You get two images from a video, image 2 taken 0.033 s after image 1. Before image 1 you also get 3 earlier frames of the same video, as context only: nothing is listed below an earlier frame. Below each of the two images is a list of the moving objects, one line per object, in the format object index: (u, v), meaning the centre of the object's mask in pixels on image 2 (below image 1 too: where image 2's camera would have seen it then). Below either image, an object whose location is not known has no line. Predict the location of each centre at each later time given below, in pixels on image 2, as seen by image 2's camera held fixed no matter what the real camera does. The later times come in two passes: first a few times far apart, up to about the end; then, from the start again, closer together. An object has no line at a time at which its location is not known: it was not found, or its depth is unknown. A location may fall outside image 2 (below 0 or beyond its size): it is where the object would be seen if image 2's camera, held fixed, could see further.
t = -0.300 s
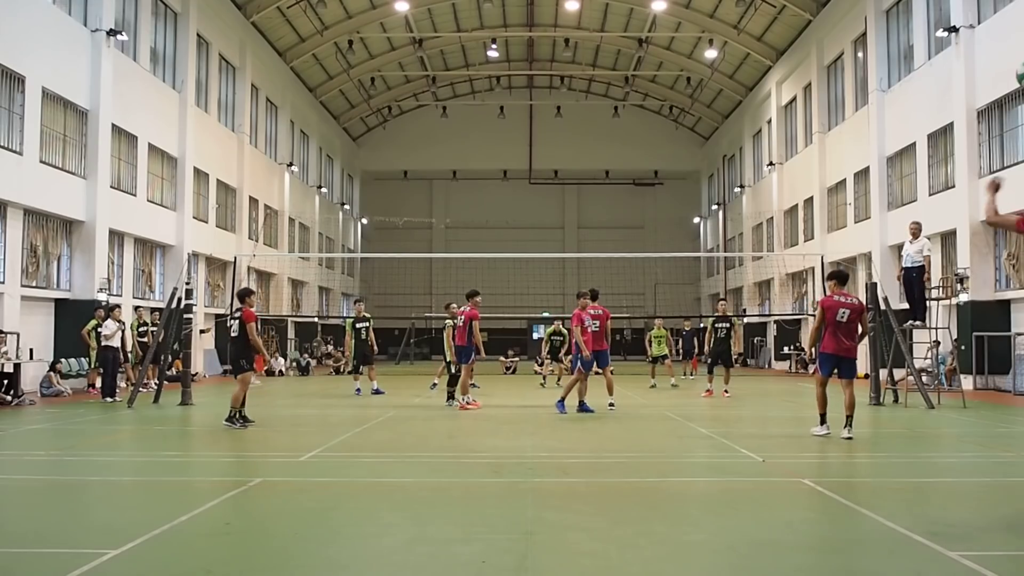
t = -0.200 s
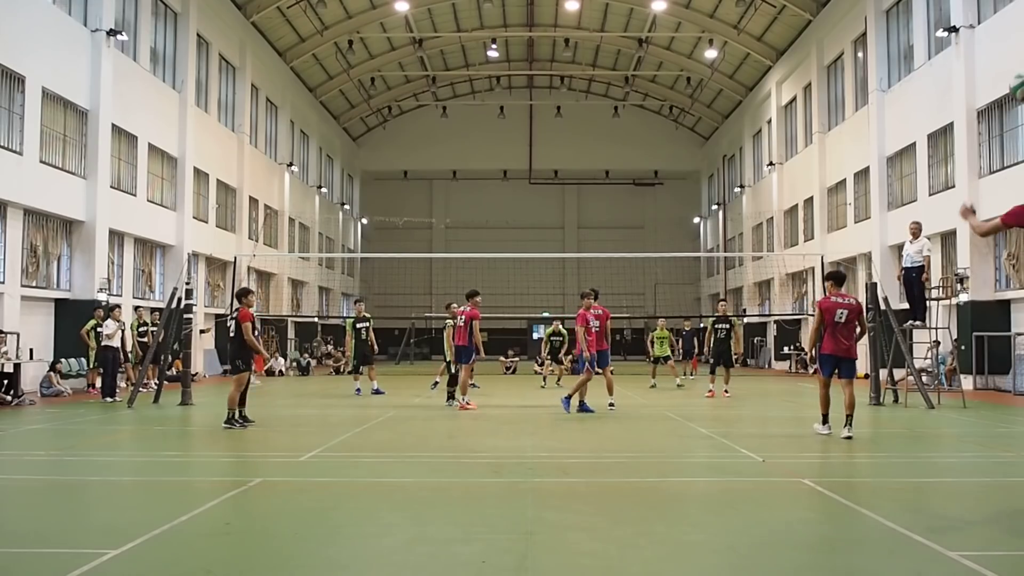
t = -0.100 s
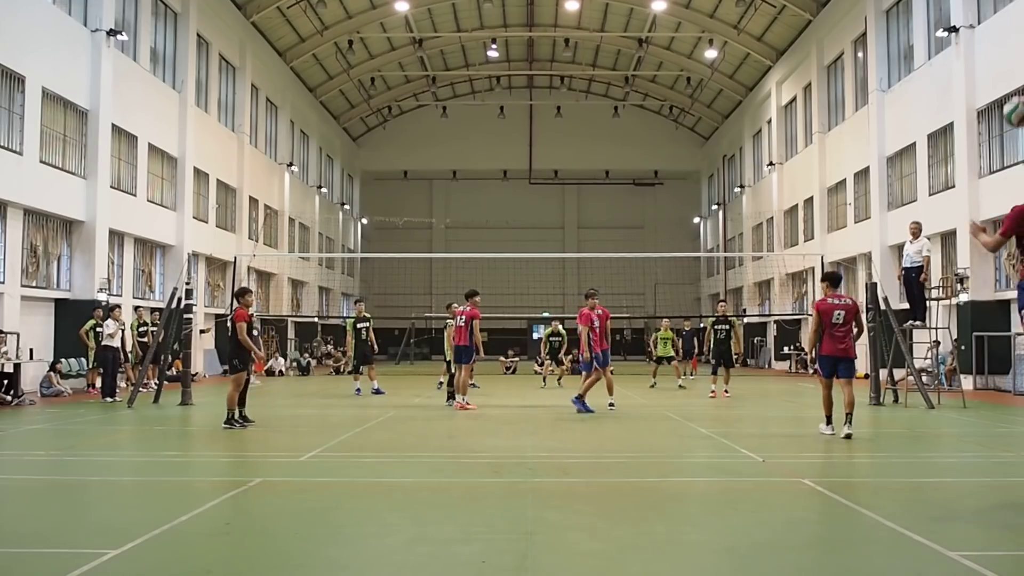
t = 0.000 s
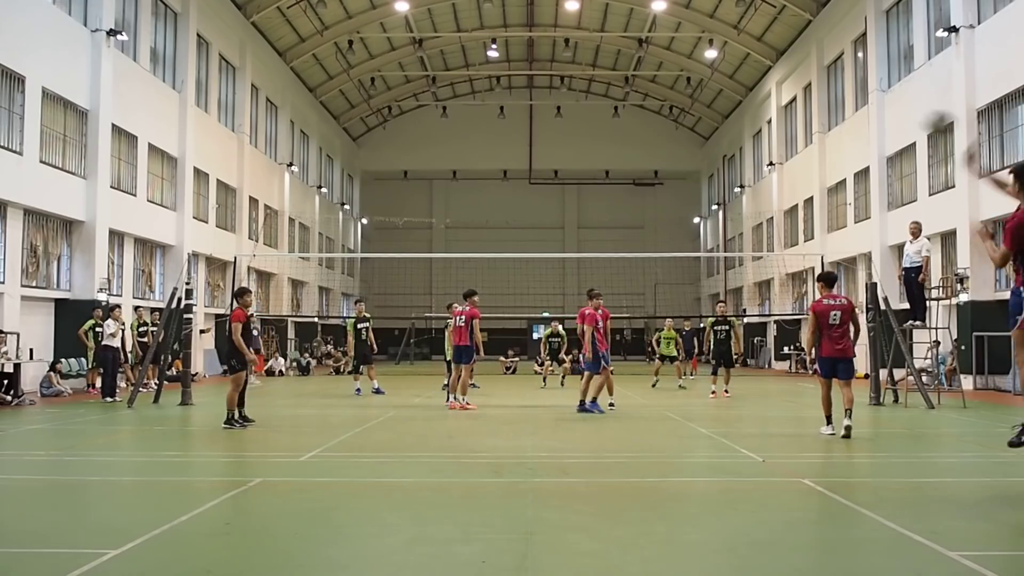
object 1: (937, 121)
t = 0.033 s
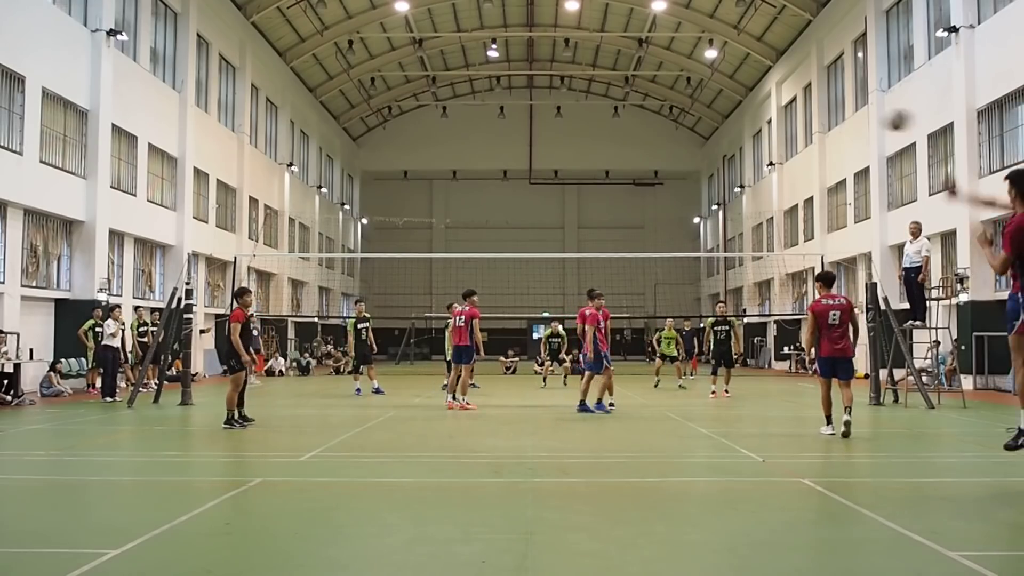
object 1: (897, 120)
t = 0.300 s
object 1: (684, 137)
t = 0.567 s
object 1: (576, 199)
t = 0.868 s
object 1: (518, 282)
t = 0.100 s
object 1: (828, 115)
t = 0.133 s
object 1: (796, 116)
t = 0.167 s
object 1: (768, 117)
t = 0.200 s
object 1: (745, 121)
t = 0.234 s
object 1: (724, 125)
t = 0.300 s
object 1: (684, 137)
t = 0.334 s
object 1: (666, 141)
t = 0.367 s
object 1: (650, 149)
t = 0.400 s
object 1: (635, 157)
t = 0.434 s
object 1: (621, 166)
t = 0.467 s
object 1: (609, 174)
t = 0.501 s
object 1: (597, 182)
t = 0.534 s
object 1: (586, 190)
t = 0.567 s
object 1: (576, 199)
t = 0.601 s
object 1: (568, 208)
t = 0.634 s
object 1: (560, 216)
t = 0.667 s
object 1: (552, 225)
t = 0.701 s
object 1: (545, 234)
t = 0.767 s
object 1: (533, 251)
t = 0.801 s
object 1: (527, 263)
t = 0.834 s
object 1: (523, 272)
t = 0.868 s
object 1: (518, 282)
